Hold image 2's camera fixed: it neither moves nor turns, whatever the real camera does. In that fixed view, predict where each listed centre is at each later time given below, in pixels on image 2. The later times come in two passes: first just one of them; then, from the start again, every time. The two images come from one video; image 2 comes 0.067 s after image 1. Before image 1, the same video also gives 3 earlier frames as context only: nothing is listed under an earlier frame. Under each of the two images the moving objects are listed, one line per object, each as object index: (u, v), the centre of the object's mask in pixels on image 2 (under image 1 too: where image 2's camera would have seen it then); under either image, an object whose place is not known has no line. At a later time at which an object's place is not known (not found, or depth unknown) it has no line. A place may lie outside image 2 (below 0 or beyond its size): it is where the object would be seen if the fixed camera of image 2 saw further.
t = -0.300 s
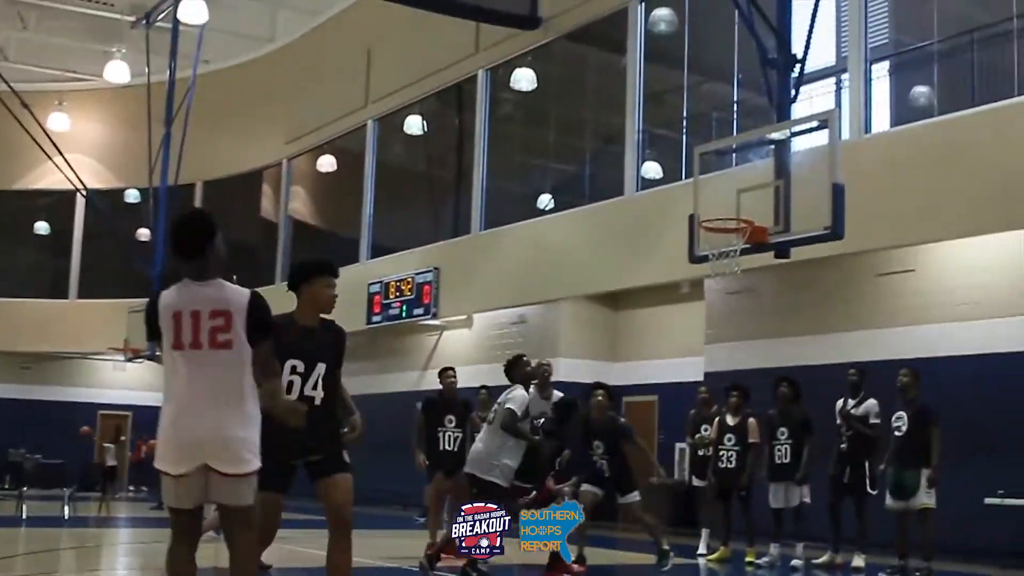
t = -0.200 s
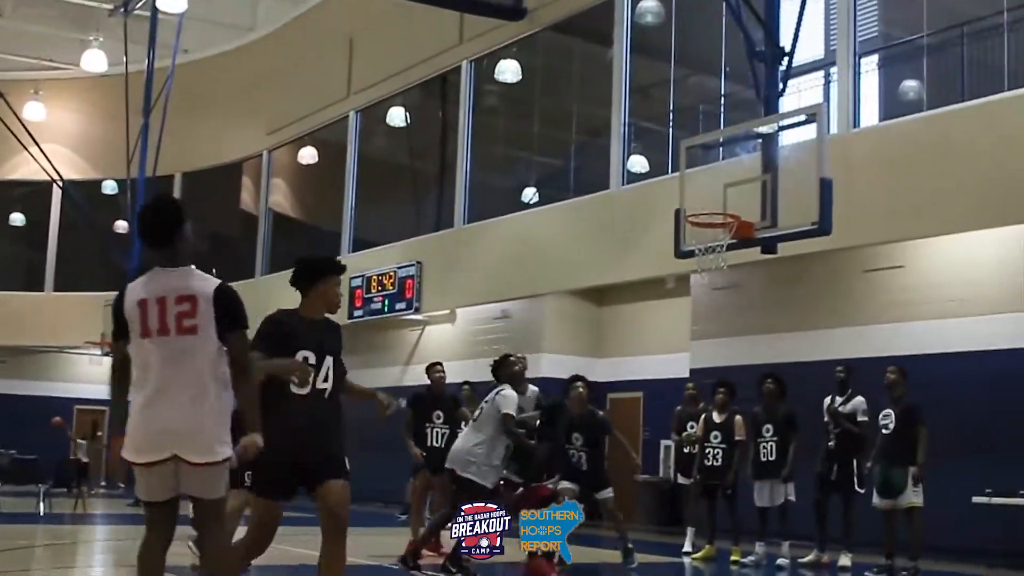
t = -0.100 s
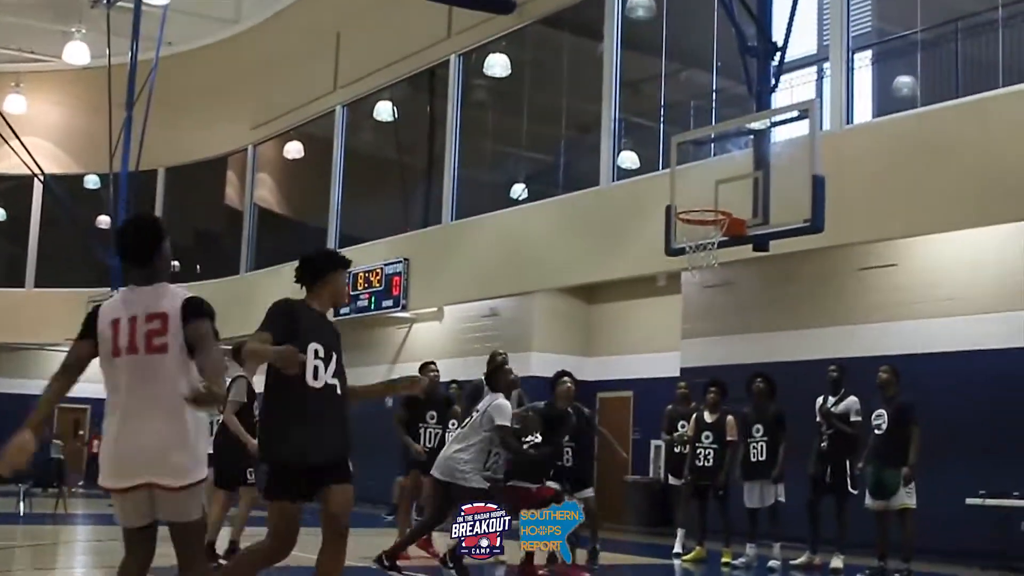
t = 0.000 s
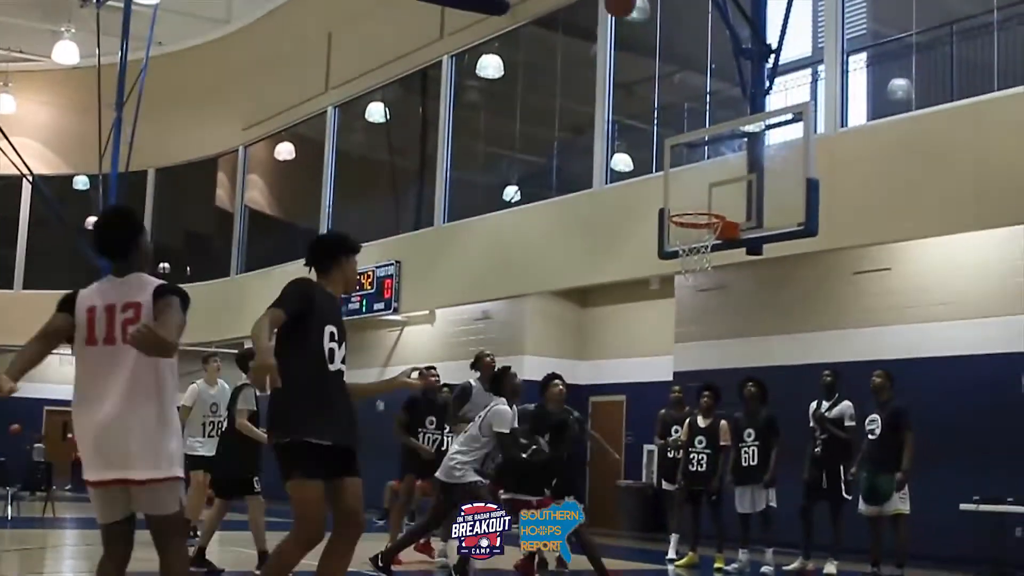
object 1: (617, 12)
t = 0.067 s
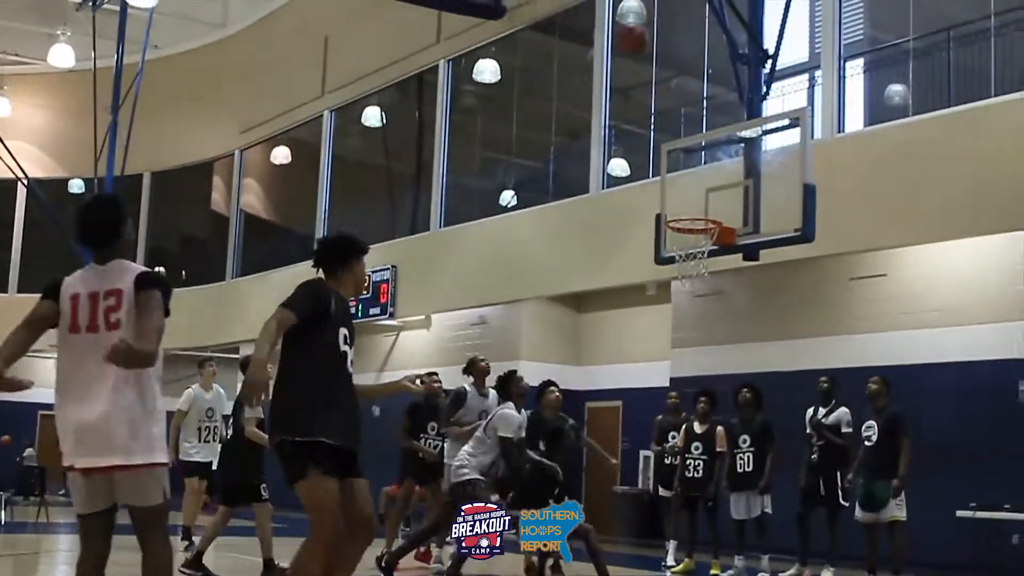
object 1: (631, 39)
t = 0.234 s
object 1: (666, 132)
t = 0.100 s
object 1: (639, 54)
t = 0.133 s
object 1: (646, 73)
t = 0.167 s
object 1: (653, 92)
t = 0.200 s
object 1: (661, 113)
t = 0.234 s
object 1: (666, 132)
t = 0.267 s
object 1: (672, 155)
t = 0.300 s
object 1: (677, 177)
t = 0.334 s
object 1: (683, 200)
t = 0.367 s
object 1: (689, 224)
